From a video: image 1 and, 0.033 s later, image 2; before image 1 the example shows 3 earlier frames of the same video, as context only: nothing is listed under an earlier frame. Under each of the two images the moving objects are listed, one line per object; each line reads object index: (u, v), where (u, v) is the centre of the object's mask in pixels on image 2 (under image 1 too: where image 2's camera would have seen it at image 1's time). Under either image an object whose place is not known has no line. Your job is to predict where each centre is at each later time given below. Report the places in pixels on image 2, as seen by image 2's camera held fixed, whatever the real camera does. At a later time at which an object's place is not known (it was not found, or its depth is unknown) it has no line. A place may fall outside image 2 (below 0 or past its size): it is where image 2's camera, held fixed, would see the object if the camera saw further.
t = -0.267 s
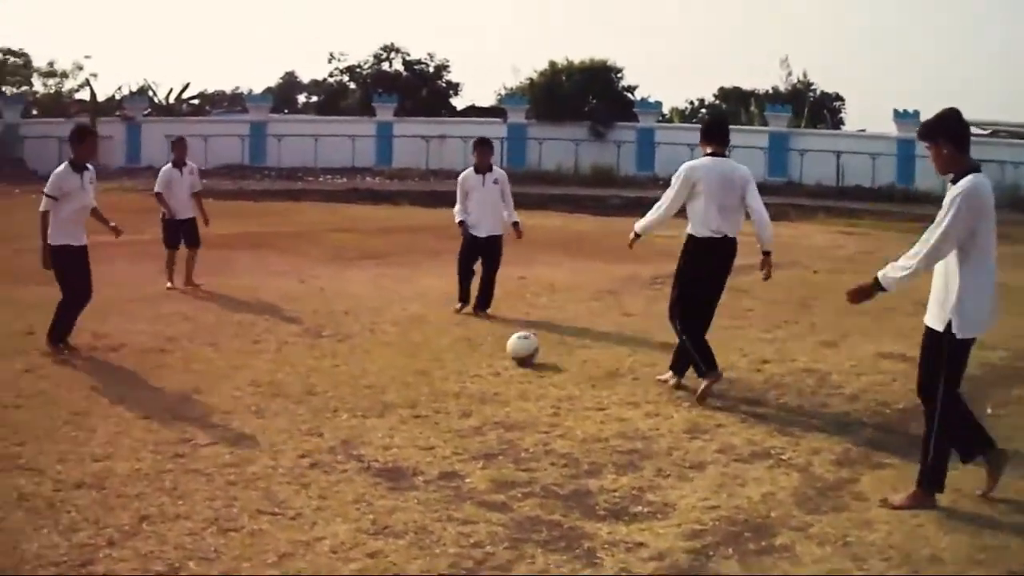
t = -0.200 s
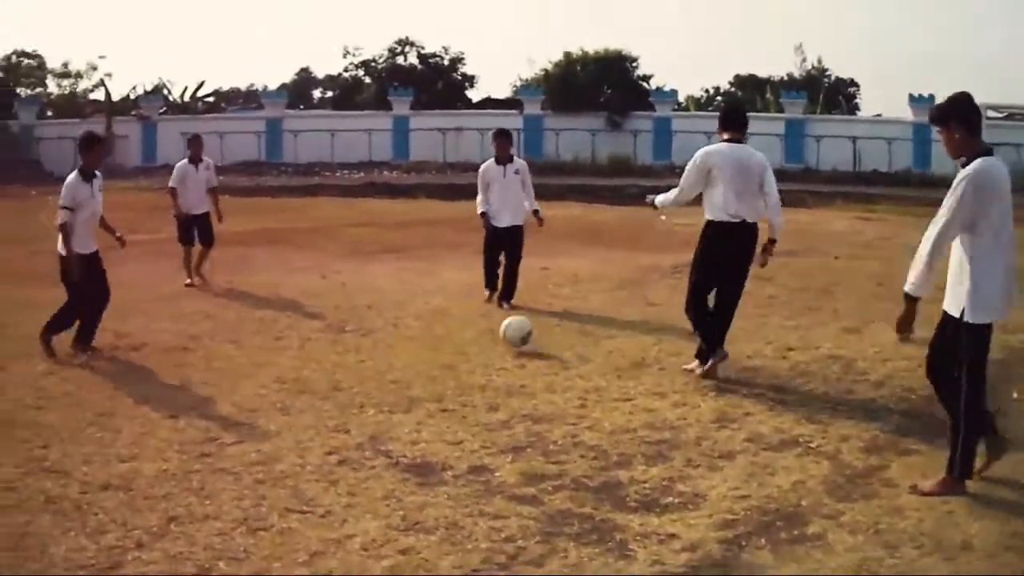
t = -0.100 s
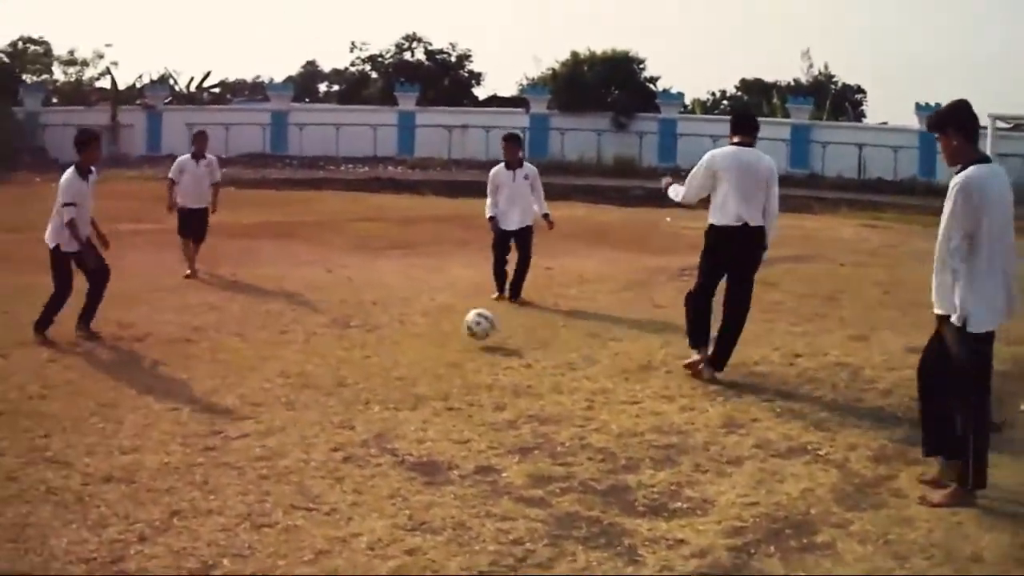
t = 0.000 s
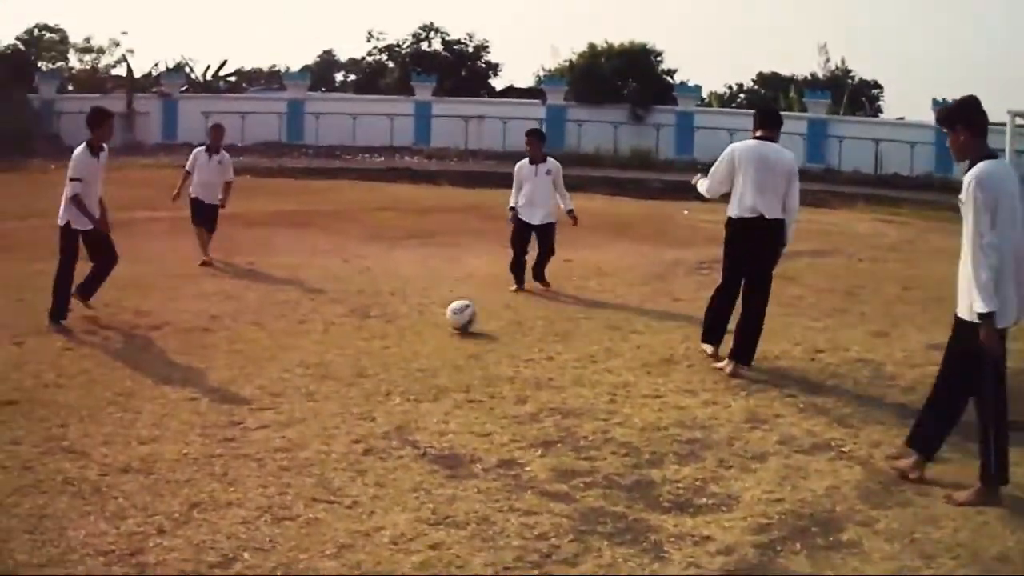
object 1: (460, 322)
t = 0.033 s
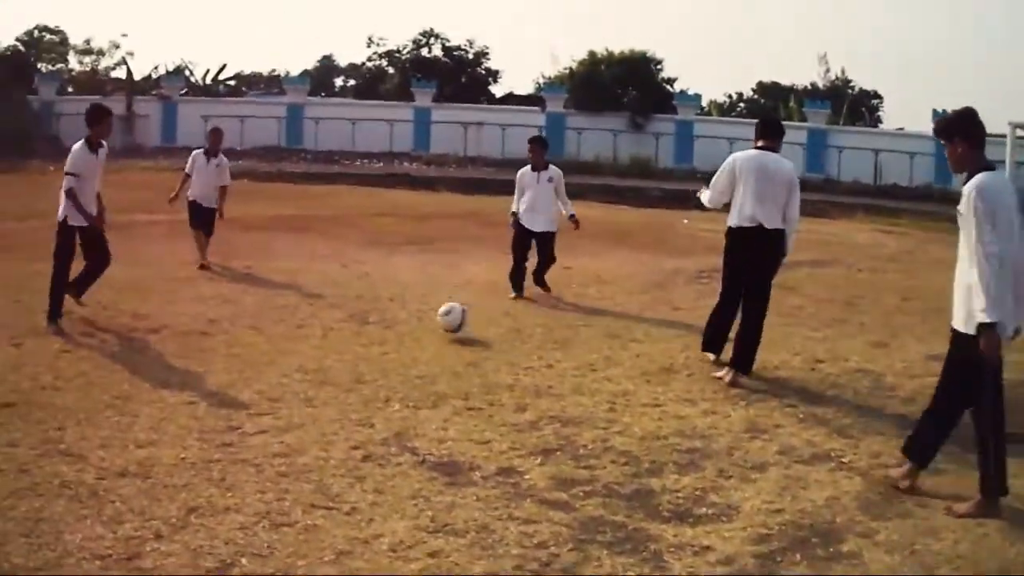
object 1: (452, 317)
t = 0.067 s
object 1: (444, 314)
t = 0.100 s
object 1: (436, 312)
